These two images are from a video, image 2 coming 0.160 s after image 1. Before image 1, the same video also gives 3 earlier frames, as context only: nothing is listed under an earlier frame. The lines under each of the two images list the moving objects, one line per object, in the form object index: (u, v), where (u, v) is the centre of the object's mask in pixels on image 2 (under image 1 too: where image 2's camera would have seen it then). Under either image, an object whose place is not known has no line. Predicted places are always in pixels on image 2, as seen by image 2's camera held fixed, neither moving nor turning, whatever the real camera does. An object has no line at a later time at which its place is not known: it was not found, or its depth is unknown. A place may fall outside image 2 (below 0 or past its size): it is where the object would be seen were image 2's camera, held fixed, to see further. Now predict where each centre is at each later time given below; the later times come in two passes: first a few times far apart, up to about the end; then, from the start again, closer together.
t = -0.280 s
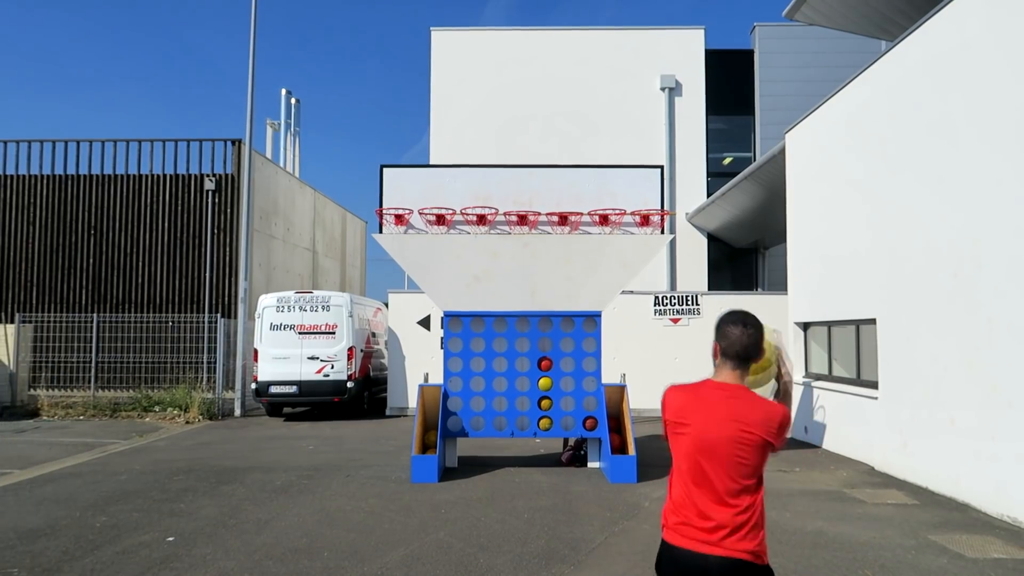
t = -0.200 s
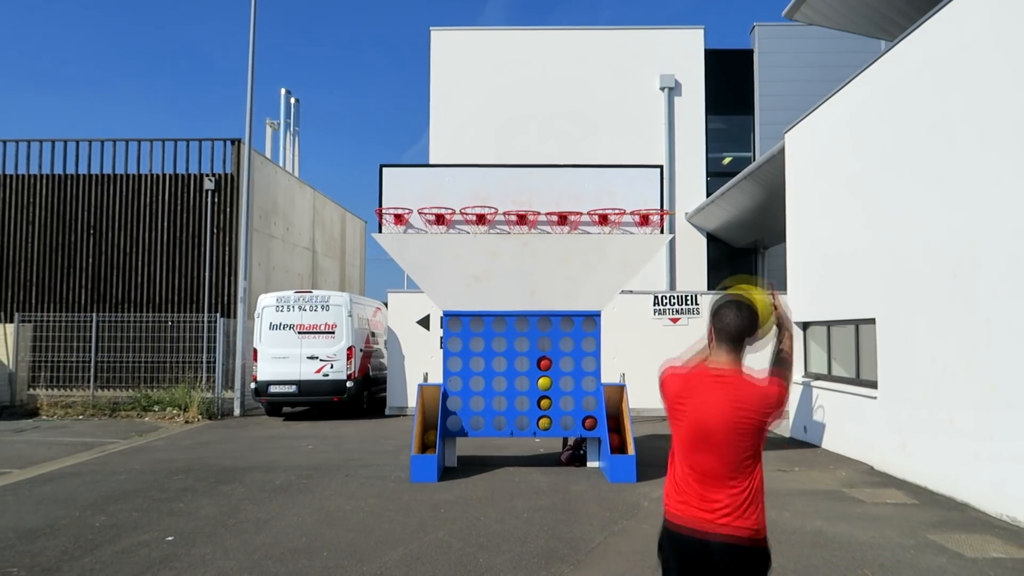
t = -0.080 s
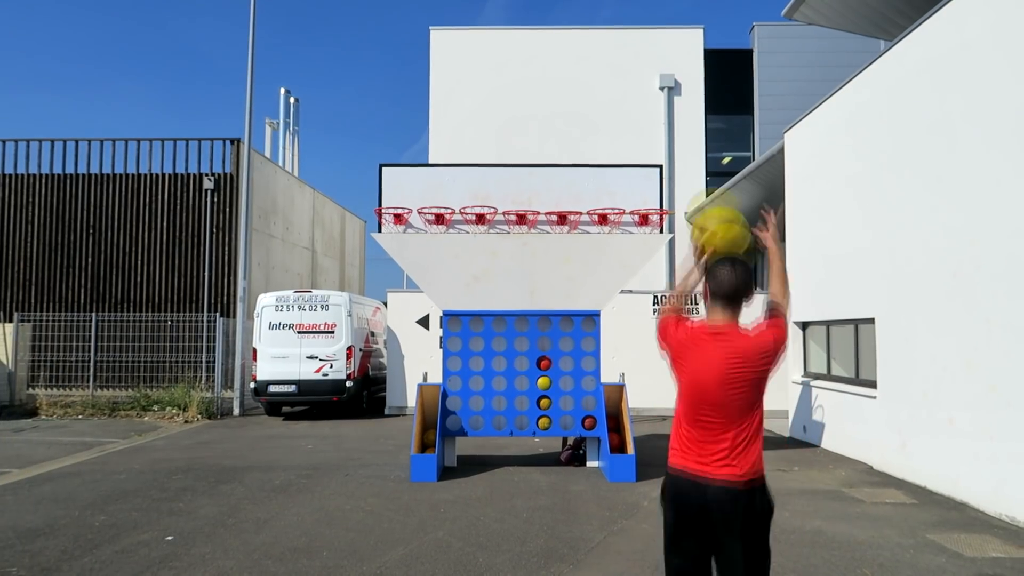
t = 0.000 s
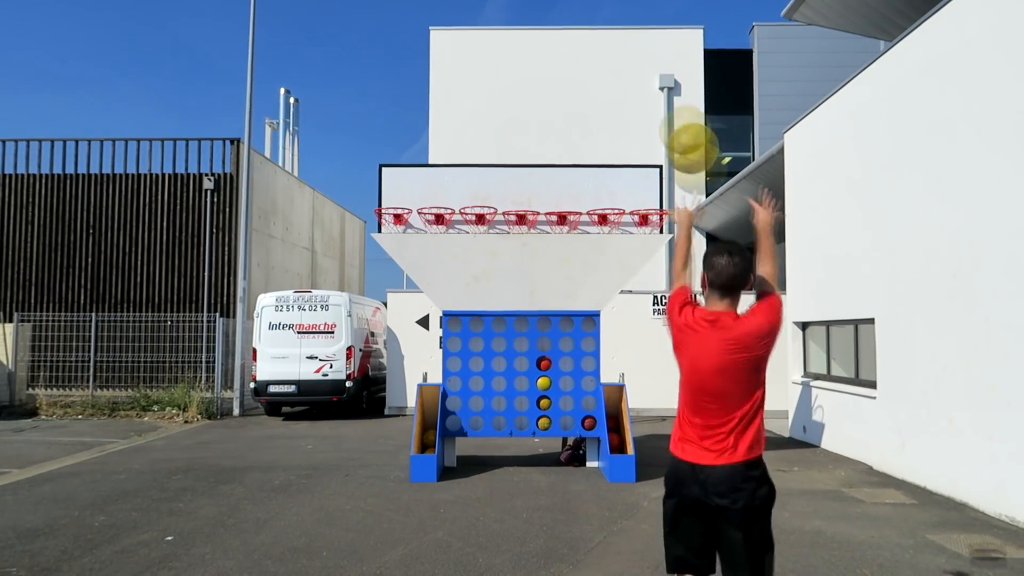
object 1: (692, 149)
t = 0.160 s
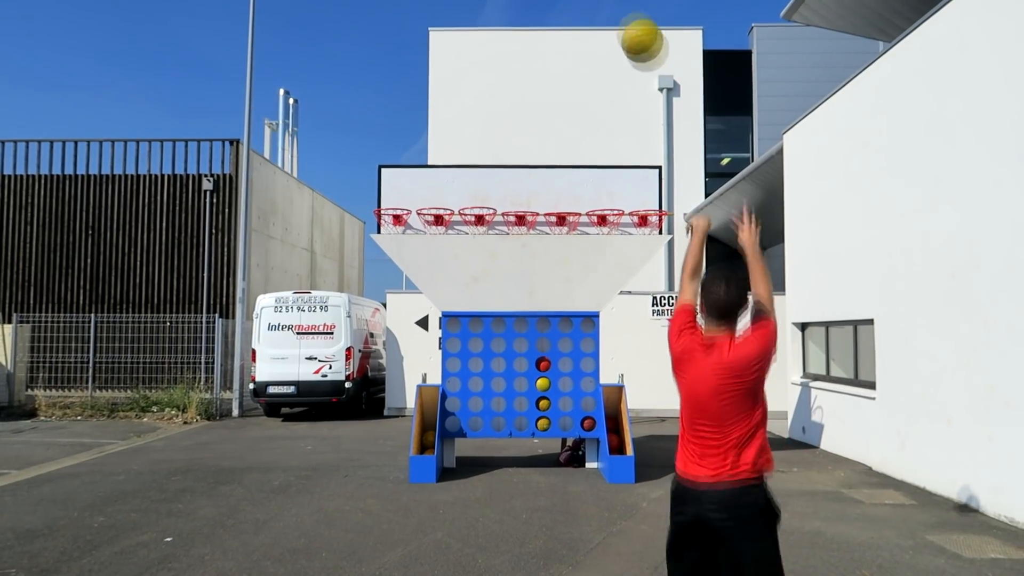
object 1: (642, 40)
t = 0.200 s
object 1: (632, 25)
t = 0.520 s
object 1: (578, 10)
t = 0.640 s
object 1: (565, 30)
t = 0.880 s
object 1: (544, 103)
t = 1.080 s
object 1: (531, 184)
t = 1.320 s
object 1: (510, 193)
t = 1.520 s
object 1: (492, 201)
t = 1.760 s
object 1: (468, 204)
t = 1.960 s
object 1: (458, 199)
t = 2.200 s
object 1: (446, 206)
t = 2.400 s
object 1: (437, 245)
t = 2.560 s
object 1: (429, 304)
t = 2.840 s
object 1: (411, 474)
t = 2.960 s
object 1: (406, 420)
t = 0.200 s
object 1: (632, 25)
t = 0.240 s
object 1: (624, 15)
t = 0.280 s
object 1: (615, 11)
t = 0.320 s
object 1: (607, 8)
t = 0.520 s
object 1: (578, 10)
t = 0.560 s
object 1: (574, 13)
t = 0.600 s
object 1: (569, 21)
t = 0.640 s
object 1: (565, 30)
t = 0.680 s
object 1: (561, 40)
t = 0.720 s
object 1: (558, 51)
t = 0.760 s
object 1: (554, 62)
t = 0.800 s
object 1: (550, 75)
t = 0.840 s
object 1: (547, 89)
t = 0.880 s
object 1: (544, 103)
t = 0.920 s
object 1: (541, 118)
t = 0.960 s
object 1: (538, 134)
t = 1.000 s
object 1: (536, 150)
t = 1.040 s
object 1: (533, 167)
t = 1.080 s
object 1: (531, 184)
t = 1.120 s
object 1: (528, 200)
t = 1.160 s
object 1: (524, 202)
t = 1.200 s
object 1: (521, 197)
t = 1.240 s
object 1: (517, 195)
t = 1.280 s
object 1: (513, 193)
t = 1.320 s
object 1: (510, 193)
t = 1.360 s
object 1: (506, 192)
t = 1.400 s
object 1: (503, 192)
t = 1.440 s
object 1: (500, 194)
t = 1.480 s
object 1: (496, 197)
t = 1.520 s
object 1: (492, 201)
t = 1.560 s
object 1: (488, 203)
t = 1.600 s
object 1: (484, 202)
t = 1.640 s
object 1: (480, 203)
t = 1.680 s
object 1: (476, 205)
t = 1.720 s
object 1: (472, 204)
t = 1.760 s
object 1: (468, 204)
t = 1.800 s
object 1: (466, 201)
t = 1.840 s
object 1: (464, 200)
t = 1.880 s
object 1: (462, 200)
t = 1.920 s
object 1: (460, 199)
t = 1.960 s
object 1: (458, 199)
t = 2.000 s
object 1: (456, 199)
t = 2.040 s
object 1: (453, 199)
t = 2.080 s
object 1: (452, 200)
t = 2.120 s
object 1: (450, 200)
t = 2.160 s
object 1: (448, 202)
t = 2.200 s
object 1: (446, 206)
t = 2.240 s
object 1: (444, 211)
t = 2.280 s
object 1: (442, 217)
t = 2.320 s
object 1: (440, 224)
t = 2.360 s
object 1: (438, 234)
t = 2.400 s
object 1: (437, 245)
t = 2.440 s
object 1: (435, 256)
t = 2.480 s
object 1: (433, 271)
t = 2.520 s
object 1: (430, 287)
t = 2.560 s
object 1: (429, 304)
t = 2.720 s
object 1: (419, 390)
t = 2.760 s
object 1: (417, 417)
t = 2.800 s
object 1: (415, 443)
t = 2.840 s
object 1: (411, 474)
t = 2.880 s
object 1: (410, 467)
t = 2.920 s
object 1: (409, 443)
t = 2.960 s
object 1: (406, 420)
